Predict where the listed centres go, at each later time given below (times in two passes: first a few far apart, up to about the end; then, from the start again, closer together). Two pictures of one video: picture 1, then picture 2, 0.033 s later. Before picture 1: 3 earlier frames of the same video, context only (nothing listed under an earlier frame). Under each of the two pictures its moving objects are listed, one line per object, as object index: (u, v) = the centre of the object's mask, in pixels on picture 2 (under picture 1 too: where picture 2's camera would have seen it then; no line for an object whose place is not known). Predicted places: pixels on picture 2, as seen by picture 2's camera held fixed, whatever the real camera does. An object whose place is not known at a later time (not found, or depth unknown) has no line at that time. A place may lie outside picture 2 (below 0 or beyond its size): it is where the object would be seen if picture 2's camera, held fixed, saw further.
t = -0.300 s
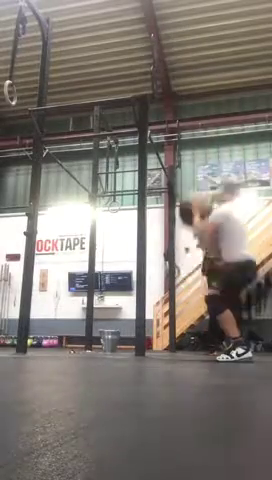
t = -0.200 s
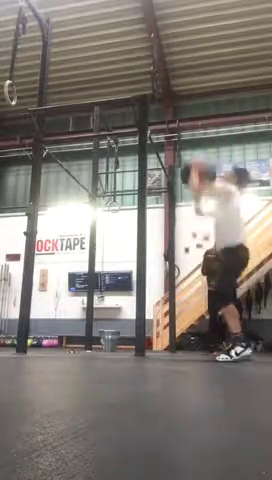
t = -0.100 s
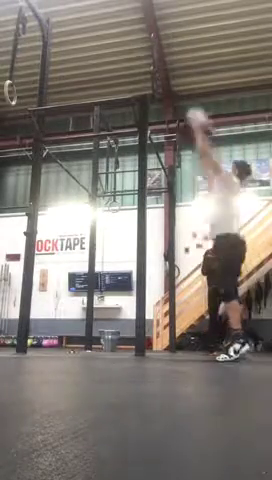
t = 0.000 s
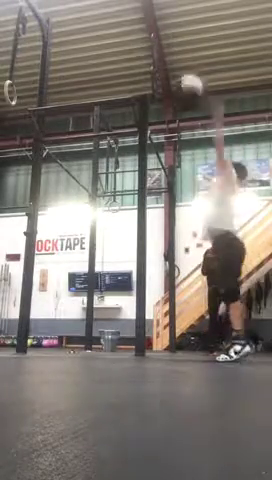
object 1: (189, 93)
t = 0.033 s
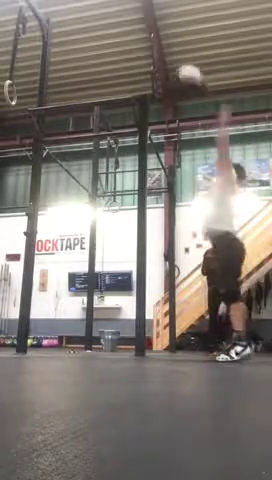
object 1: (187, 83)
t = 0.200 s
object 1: (178, 50)
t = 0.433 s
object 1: (169, 44)
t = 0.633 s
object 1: (176, 65)
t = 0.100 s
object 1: (183, 68)
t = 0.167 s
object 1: (179, 56)
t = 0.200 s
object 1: (178, 50)
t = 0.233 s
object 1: (176, 48)
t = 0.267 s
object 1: (175, 46)
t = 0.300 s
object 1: (174, 45)
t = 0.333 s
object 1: (171, 44)
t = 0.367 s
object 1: (170, 44)
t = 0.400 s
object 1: (169, 44)
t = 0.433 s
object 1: (169, 44)
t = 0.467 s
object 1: (170, 46)
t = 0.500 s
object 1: (171, 47)
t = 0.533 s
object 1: (173, 49)
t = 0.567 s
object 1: (175, 53)
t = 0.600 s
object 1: (176, 59)
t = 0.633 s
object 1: (176, 65)
